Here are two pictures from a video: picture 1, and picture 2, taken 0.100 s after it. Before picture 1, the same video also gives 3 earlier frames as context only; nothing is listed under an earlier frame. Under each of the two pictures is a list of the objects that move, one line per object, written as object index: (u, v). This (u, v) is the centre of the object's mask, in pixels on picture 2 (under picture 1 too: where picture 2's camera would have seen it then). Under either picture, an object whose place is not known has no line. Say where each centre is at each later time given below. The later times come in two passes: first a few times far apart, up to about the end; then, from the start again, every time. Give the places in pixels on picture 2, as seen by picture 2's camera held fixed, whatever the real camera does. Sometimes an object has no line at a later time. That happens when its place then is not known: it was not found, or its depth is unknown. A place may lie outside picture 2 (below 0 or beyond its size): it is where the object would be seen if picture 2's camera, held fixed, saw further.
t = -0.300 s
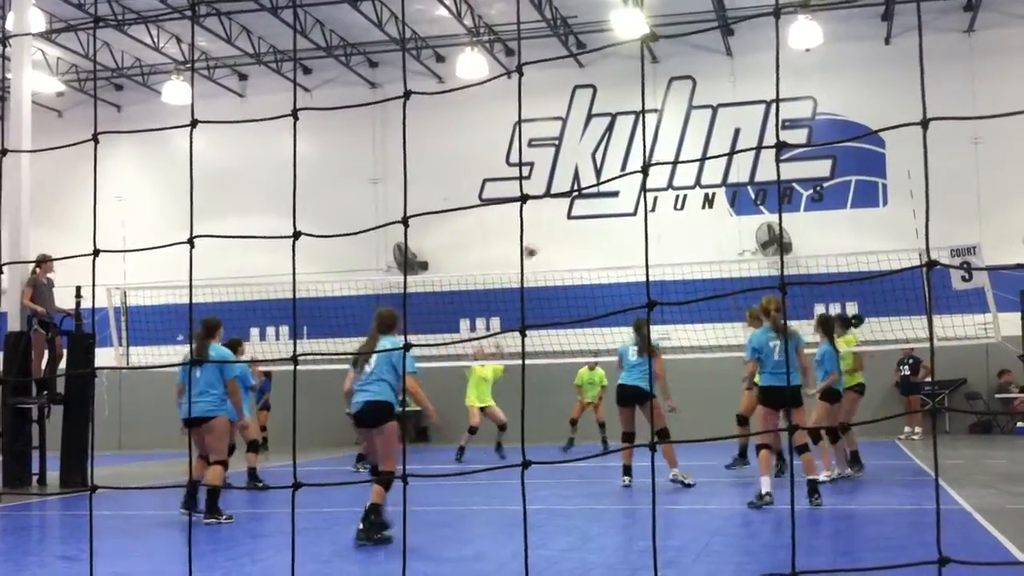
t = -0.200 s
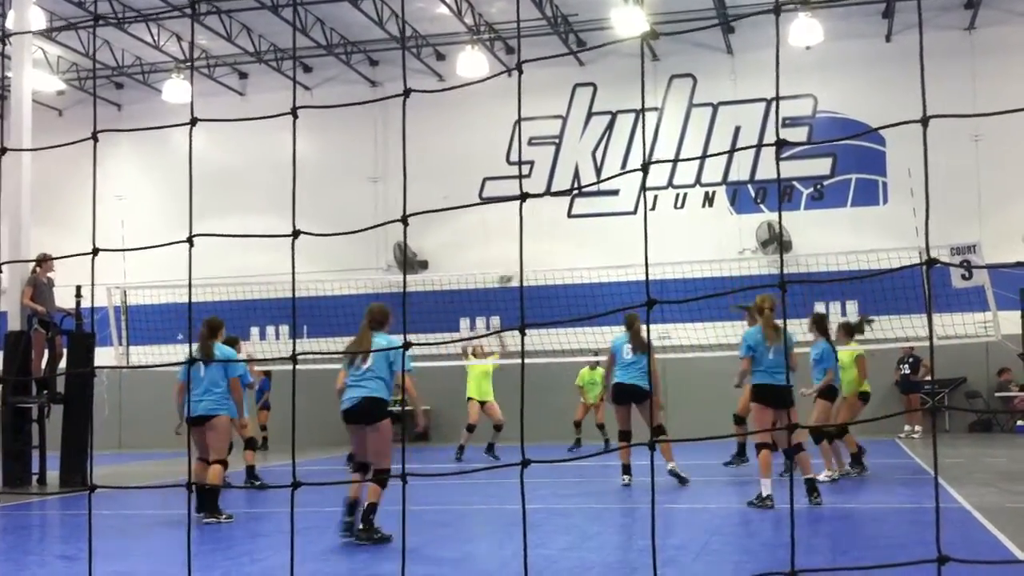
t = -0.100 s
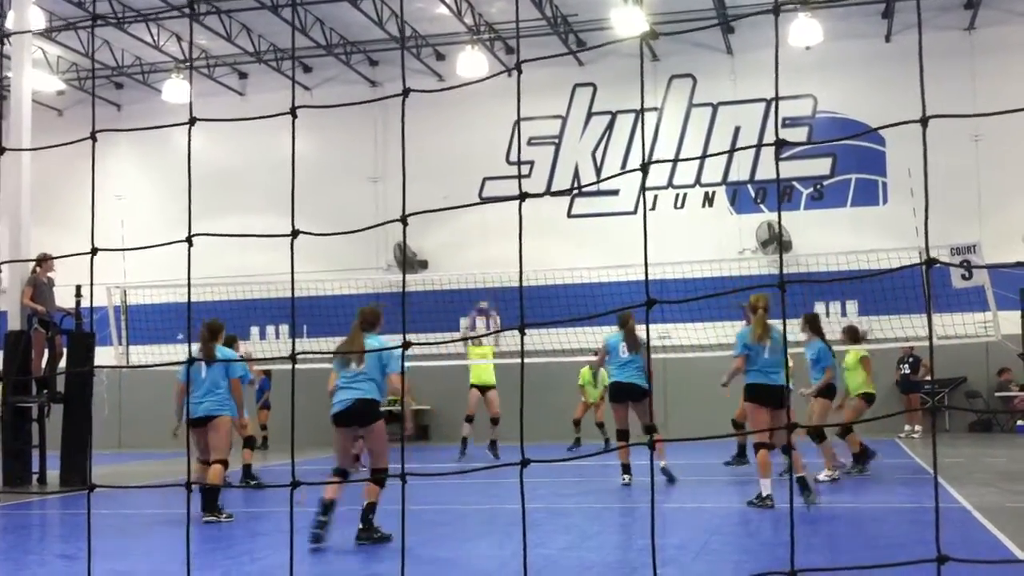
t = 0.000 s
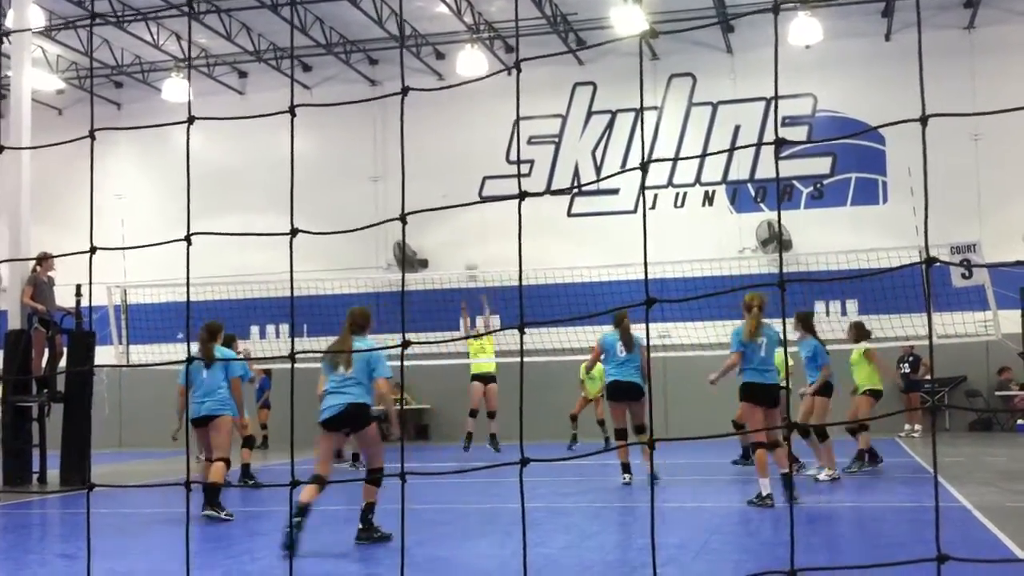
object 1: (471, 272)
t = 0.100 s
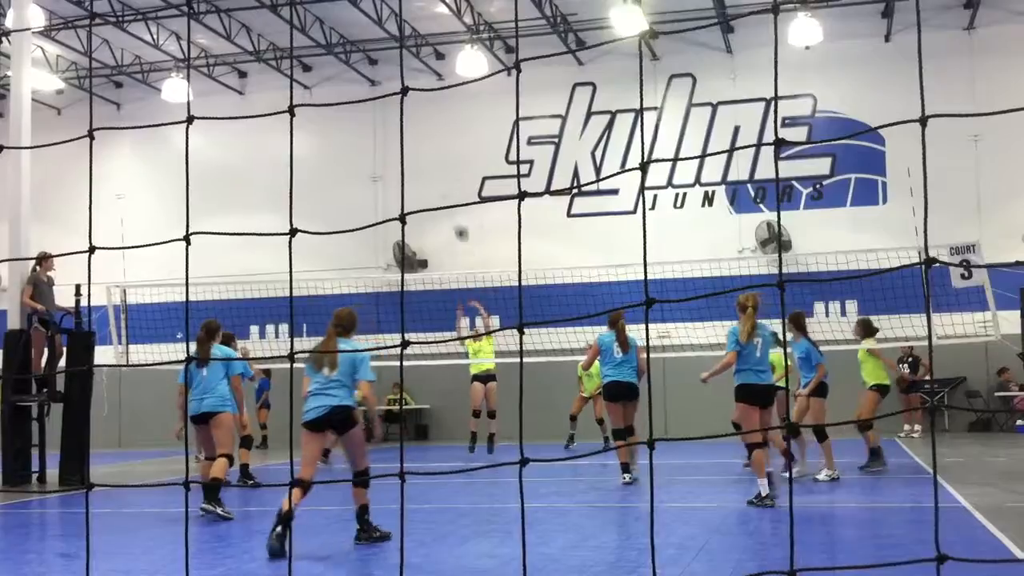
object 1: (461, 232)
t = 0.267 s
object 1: (445, 182)
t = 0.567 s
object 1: (415, 138)
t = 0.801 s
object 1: (392, 146)
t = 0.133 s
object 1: (459, 220)
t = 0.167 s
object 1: (455, 213)
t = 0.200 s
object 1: (451, 199)
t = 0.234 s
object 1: (448, 191)
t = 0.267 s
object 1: (445, 182)
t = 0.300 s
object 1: (441, 175)
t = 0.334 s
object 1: (438, 168)
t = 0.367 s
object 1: (434, 161)
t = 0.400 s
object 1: (431, 156)
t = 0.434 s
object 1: (428, 150)
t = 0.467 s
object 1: (425, 146)
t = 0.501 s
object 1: (422, 143)
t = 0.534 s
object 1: (418, 140)
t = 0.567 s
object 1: (415, 138)
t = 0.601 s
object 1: (413, 137)
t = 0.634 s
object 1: (410, 136)
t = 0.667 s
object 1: (405, 137)
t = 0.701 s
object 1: (401, 138)
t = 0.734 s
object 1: (398, 140)
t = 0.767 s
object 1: (395, 142)
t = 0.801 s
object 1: (392, 146)
